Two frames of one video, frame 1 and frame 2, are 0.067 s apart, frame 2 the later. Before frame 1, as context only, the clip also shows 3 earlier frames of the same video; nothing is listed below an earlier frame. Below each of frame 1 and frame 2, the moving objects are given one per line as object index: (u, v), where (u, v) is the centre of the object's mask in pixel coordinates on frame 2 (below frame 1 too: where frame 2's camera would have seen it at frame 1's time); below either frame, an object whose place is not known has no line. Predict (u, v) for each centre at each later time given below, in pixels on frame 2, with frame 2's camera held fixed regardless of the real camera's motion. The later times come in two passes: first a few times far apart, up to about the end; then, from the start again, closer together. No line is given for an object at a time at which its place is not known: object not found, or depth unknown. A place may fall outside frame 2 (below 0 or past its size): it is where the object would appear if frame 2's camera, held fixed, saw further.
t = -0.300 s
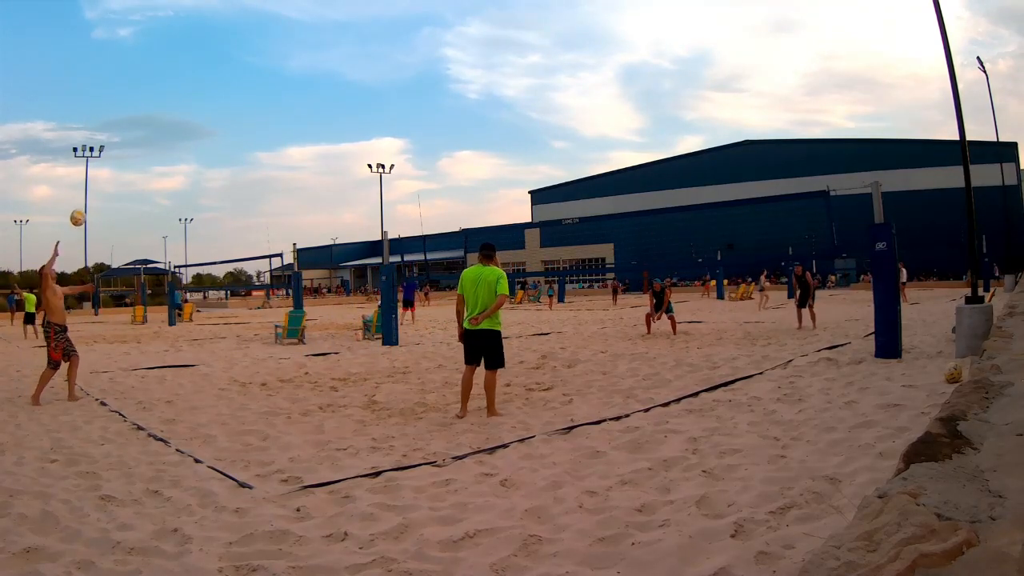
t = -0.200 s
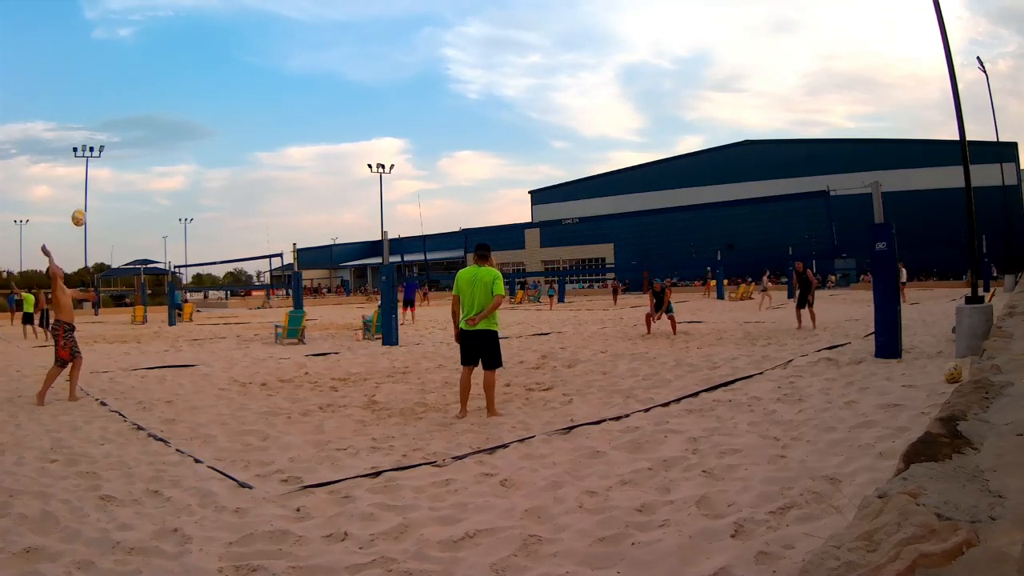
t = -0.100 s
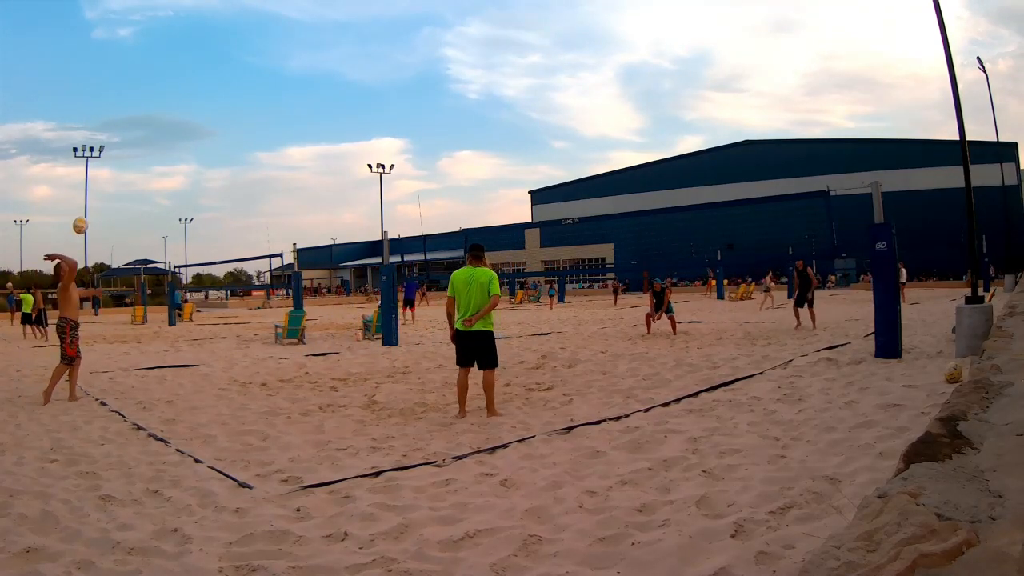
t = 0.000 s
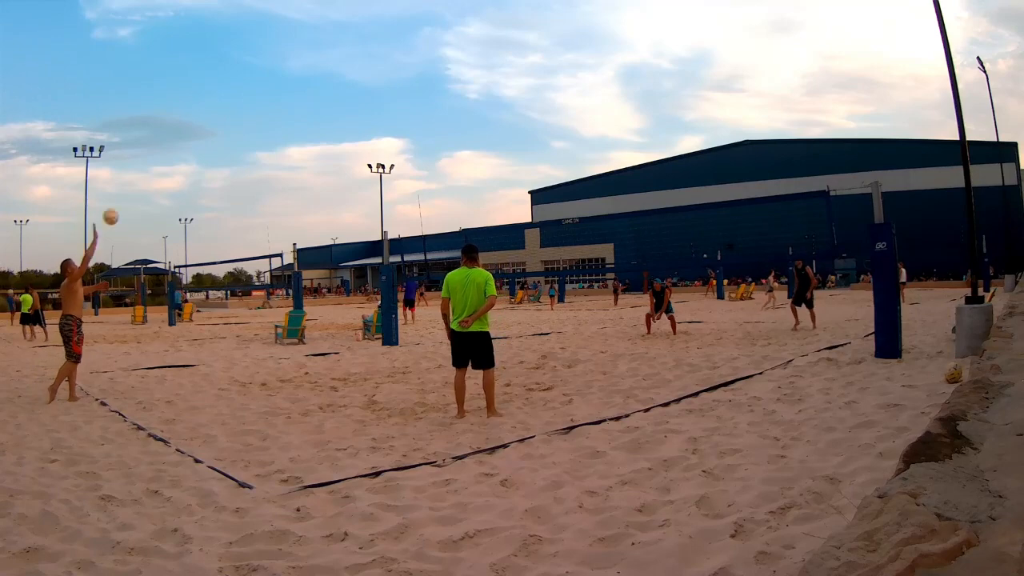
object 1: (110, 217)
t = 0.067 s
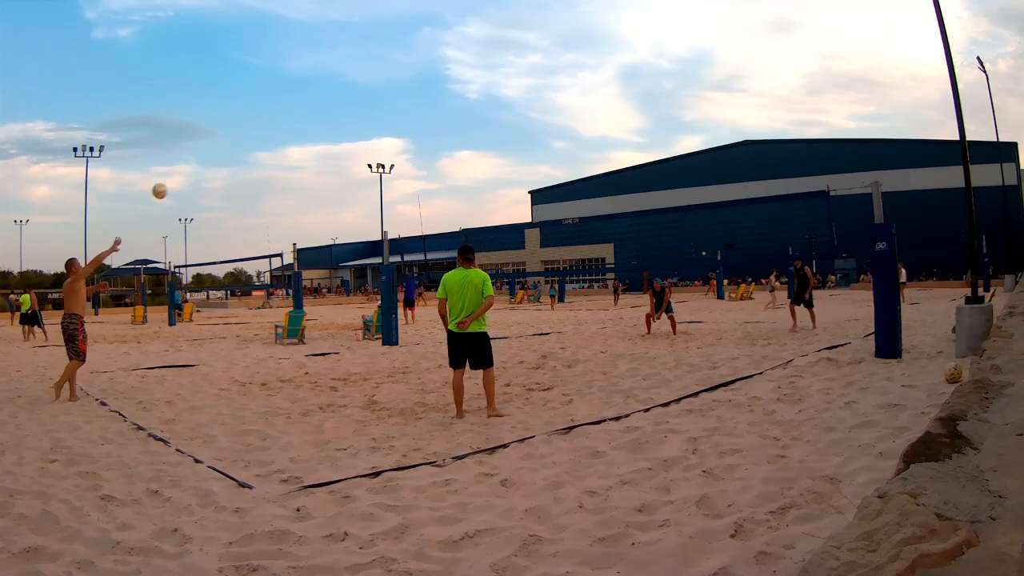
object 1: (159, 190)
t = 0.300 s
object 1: (311, 143)
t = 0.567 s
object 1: (440, 147)
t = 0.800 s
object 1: (522, 182)
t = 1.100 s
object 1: (600, 253)
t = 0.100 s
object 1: (183, 180)
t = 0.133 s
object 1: (206, 171)
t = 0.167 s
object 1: (229, 163)
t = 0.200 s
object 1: (250, 156)
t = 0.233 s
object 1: (272, 150)
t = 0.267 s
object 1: (292, 146)
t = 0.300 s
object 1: (311, 143)
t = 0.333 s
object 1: (330, 140)
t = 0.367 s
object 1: (348, 139)
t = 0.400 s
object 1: (365, 138)
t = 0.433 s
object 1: (381, 139)
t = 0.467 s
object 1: (397, 140)
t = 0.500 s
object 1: (412, 141)
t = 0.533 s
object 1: (426, 144)
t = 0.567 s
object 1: (440, 147)
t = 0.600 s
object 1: (453, 150)
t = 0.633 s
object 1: (466, 154)
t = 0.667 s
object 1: (478, 159)
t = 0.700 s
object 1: (490, 164)
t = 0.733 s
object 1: (501, 170)
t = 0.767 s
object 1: (512, 176)
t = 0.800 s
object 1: (522, 182)
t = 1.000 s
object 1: (577, 228)
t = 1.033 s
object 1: (585, 236)
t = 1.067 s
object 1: (593, 244)
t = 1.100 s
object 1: (600, 253)
